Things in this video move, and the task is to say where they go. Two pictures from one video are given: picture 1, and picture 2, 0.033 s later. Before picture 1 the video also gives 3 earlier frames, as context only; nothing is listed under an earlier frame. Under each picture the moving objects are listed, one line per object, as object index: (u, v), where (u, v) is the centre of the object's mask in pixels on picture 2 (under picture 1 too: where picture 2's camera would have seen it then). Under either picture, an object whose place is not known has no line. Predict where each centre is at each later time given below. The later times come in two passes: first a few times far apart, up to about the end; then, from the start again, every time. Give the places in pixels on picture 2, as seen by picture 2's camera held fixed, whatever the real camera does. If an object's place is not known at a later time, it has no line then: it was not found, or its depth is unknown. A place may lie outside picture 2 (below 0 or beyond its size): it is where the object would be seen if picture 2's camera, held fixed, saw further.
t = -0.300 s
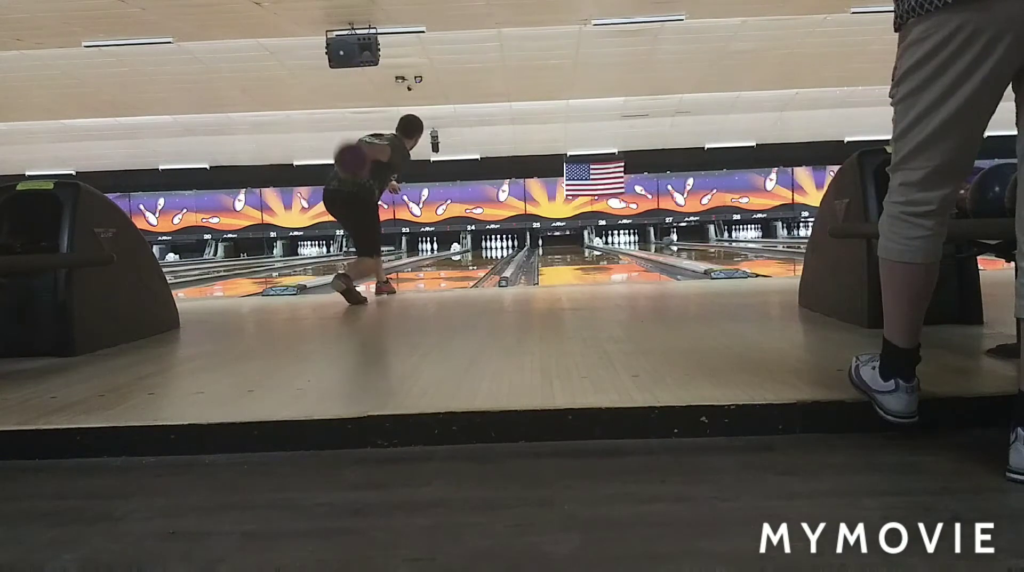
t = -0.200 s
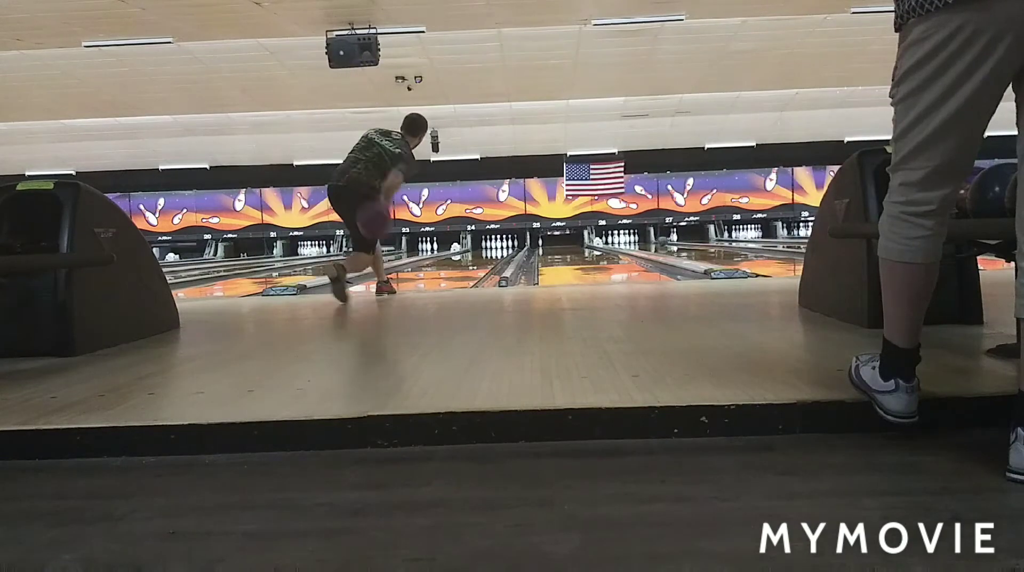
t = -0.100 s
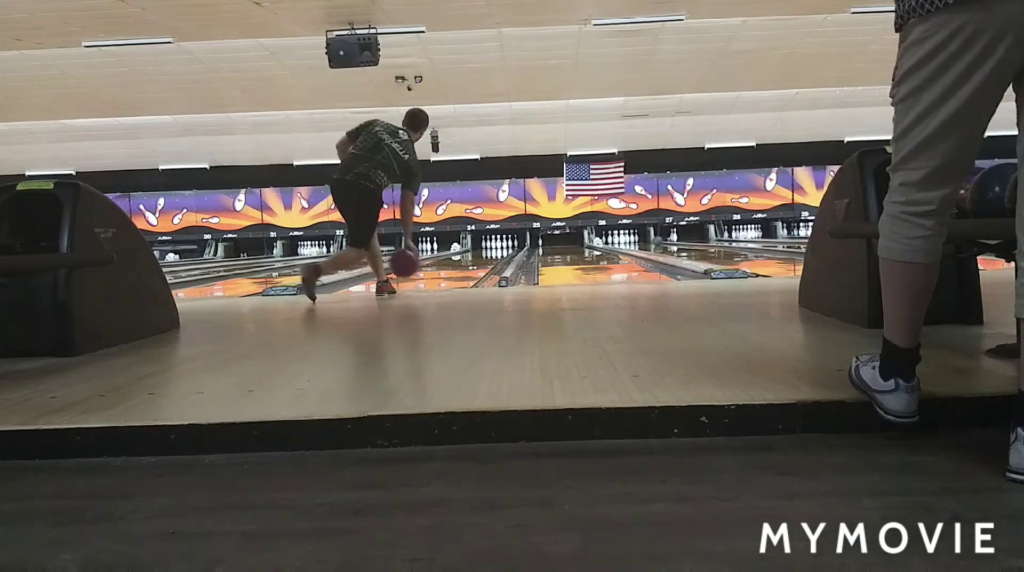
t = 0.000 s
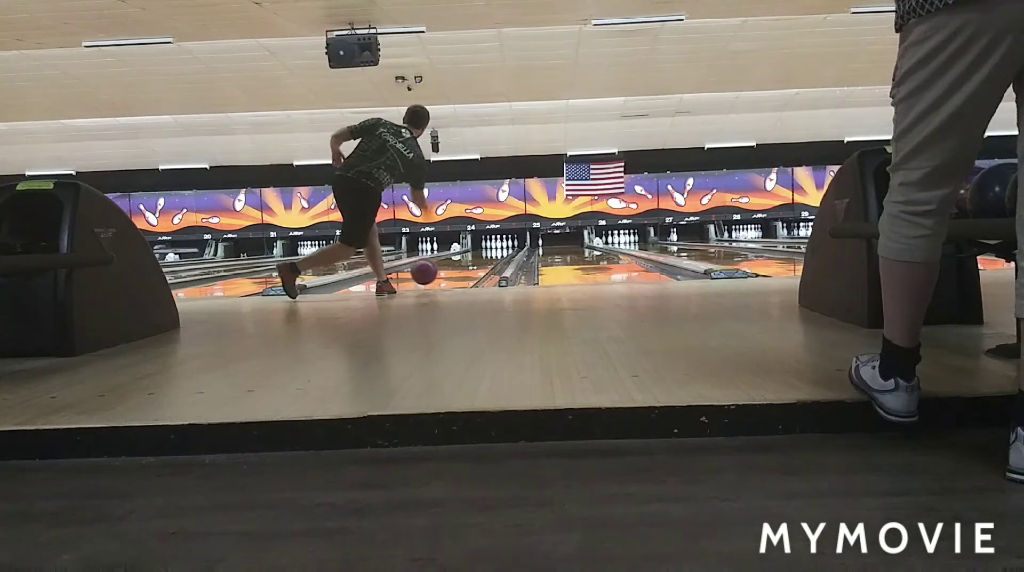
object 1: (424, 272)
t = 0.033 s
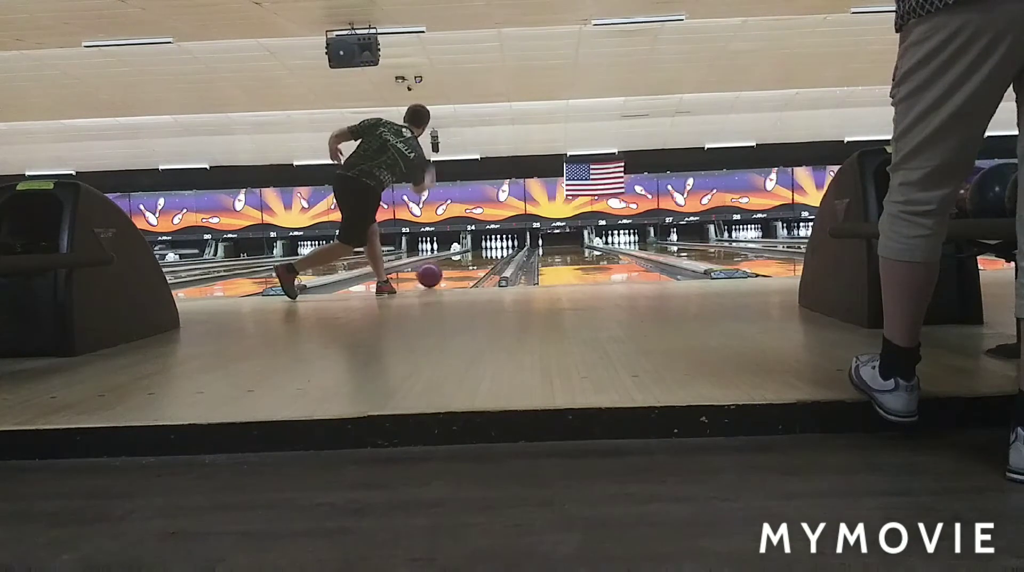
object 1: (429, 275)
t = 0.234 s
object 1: (453, 267)
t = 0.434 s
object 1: (468, 261)
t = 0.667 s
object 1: (482, 257)
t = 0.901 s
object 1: (491, 253)
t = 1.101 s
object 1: (498, 251)
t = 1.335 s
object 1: (503, 250)
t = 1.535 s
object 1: (506, 248)
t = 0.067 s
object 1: (434, 273)
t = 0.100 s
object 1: (438, 272)
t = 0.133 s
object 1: (442, 271)
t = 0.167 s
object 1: (445, 270)
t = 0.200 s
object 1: (449, 269)
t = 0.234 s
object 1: (453, 267)
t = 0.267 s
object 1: (456, 266)
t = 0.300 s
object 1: (458, 265)
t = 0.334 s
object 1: (461, 263)
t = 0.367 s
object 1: (464, 262)
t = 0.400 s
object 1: (467, 262)
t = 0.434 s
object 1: (468, 261)
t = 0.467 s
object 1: (470, 260)
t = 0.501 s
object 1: (472, 259)
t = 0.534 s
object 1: (475, 258)
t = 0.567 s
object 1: (477, 258)
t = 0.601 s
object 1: (478, 257)
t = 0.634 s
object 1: (480, 257)
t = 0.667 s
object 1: (482, 257)
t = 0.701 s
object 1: (484, 256)
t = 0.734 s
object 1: (486, 256)
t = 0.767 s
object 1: (487, 255)
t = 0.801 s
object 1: (488, 255)
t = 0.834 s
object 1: (489, 254)
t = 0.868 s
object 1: (490, 253)
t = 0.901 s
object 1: (491, 253)
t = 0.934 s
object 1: (492, 253)
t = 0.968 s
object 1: (494, 253)
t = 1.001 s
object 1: (496, 252)
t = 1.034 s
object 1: (497, 251)
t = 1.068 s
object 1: (497, 251)
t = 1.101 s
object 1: (498, 251)
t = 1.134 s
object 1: (499, 251)
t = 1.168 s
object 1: (500, 251)
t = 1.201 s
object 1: (501, 250)
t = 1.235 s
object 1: (502, 250)
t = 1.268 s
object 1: (502, 250)
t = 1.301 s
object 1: (503, 250)
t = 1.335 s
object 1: (503, 250)
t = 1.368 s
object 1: (504, 249)
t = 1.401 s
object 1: (504, 249)
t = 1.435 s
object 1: (505, 249)
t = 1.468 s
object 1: (506, 249)
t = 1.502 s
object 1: (506, 248)
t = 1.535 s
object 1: (506, 248)
